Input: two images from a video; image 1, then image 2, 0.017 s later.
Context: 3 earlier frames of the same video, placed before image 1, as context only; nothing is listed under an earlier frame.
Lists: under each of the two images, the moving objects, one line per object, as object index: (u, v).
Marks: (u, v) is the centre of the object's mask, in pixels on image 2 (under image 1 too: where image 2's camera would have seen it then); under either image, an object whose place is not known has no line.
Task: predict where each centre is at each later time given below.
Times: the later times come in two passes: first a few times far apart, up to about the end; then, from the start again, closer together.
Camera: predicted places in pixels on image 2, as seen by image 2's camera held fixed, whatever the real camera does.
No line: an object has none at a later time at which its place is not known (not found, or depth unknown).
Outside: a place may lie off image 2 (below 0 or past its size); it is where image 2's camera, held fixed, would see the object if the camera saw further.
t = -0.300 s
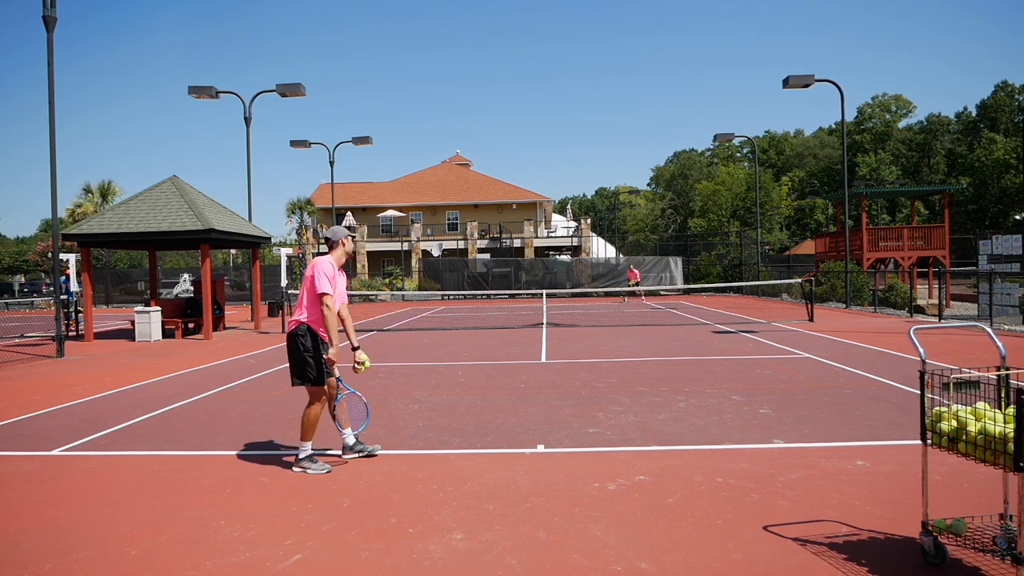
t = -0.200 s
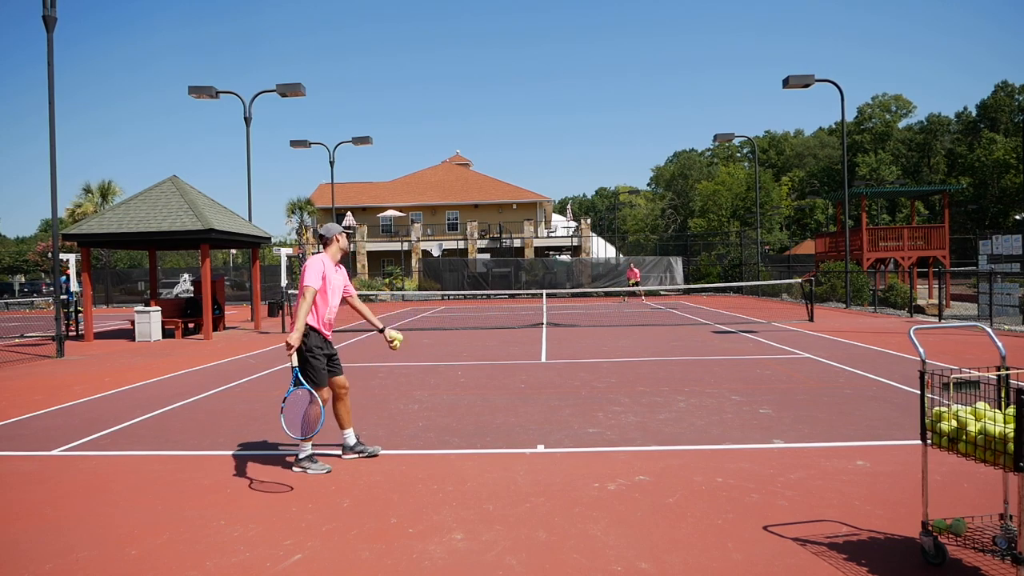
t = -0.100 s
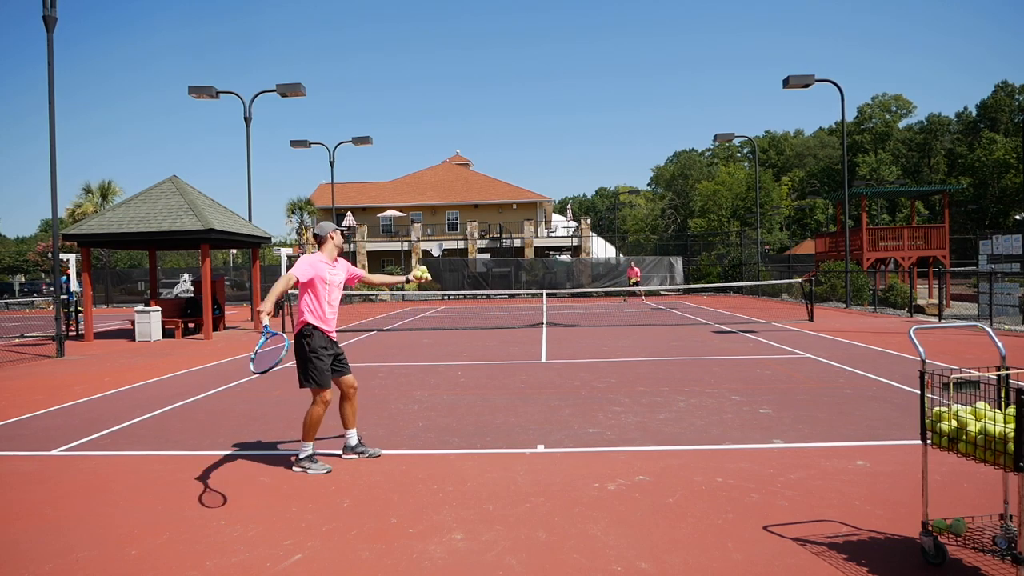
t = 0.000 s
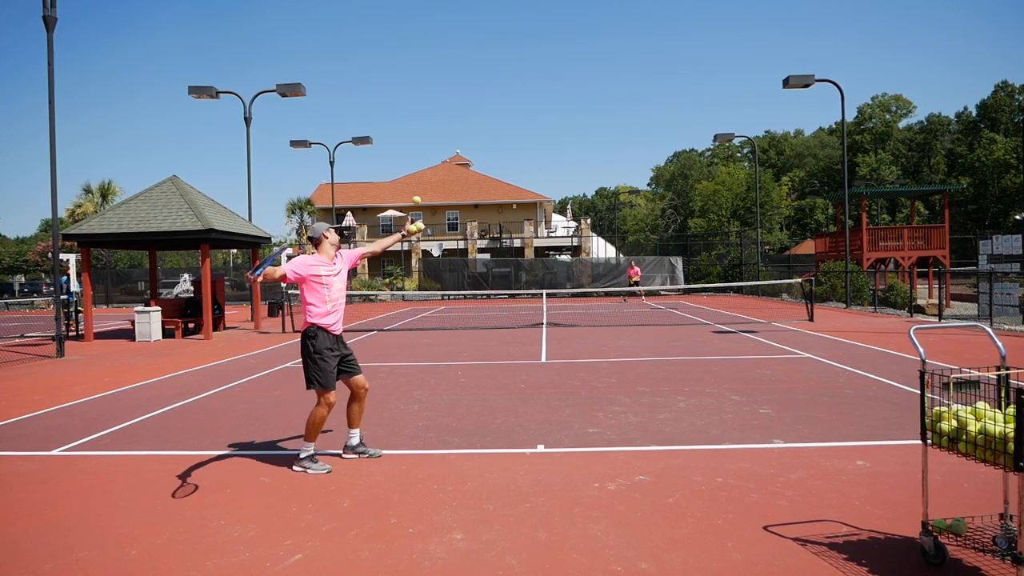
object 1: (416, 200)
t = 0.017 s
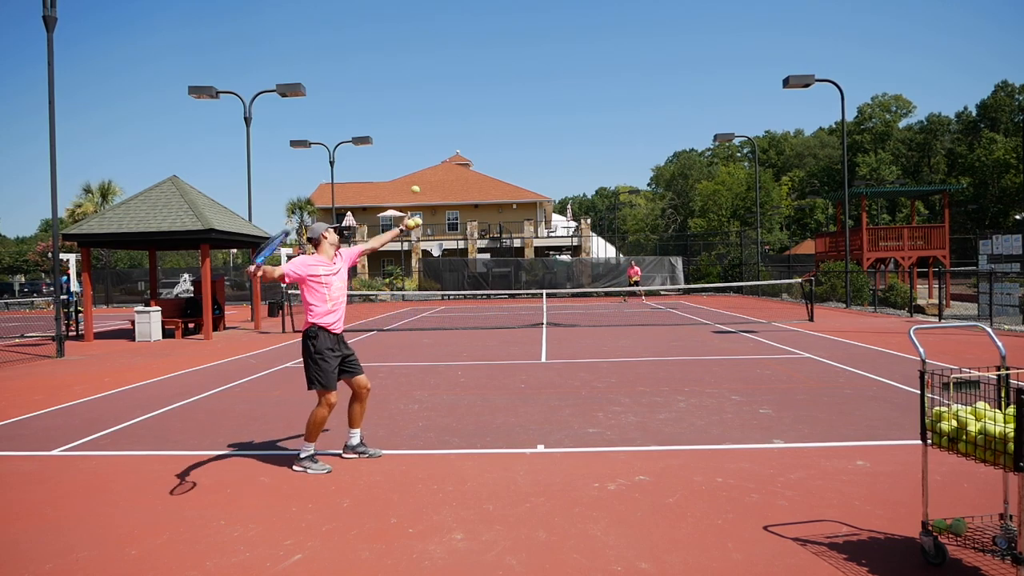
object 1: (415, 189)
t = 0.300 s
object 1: (398, 68)
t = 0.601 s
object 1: (382, 47)
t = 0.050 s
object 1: (413, 169)
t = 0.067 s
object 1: (412, 161)
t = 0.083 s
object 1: (411, 152)
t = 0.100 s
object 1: (409, 143)
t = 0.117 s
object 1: (409, 135)
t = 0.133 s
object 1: (407, 126)
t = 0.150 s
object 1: (406, 120)
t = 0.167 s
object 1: (405, 113)
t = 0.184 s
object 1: (404, 106)
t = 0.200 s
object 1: (403, 100)
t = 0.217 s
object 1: (402, 94)
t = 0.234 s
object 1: (401, 88)
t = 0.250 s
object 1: (401, 82)
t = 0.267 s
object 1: (400, 77)
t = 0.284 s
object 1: (398, 73)
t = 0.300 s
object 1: (398, 68)
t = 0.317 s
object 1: (397, 65)
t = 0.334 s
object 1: (396, 61)
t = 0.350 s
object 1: (395, 57)
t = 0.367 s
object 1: (393, 54)
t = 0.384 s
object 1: (393, 52)
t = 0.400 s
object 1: (392, 49)
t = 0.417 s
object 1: (391, 47)
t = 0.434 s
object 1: (390, 46)
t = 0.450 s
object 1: (389, 45)
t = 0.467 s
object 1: (388, 43)
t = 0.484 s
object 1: (388, 43)
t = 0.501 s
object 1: (387, 42)
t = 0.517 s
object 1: (386, 42)
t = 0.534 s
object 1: (385, 43)
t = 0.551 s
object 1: (384, 44)
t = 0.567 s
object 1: (383, 44)
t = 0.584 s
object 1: (383, 46)
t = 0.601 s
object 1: (382, 47)
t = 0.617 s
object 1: (381, 49)
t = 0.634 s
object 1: (380, 52)
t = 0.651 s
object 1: (379, 54)
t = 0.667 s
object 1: (379, 57)
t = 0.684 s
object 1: (378, 60)
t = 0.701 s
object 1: (377, 64)
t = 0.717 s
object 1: (377, 68)
